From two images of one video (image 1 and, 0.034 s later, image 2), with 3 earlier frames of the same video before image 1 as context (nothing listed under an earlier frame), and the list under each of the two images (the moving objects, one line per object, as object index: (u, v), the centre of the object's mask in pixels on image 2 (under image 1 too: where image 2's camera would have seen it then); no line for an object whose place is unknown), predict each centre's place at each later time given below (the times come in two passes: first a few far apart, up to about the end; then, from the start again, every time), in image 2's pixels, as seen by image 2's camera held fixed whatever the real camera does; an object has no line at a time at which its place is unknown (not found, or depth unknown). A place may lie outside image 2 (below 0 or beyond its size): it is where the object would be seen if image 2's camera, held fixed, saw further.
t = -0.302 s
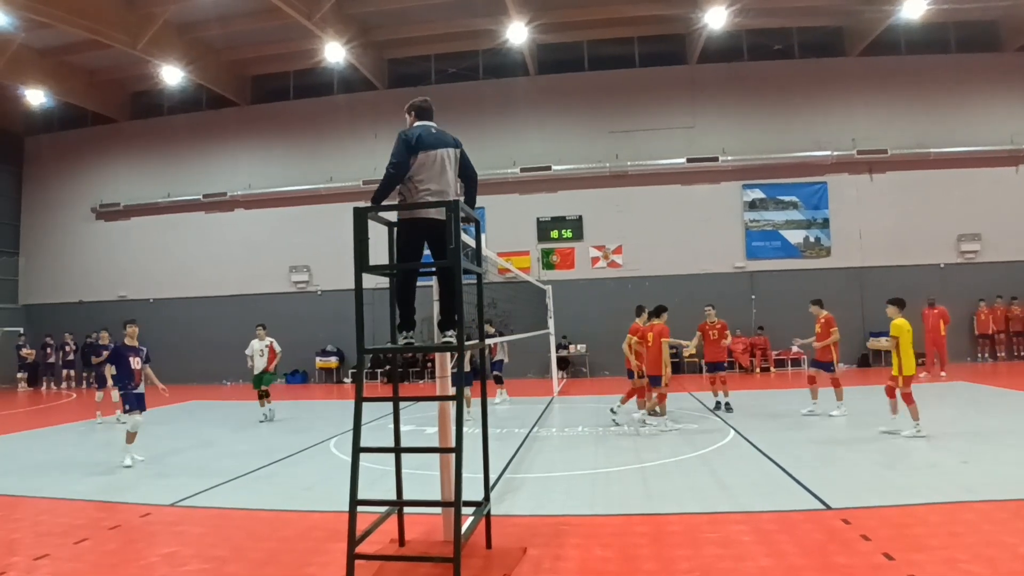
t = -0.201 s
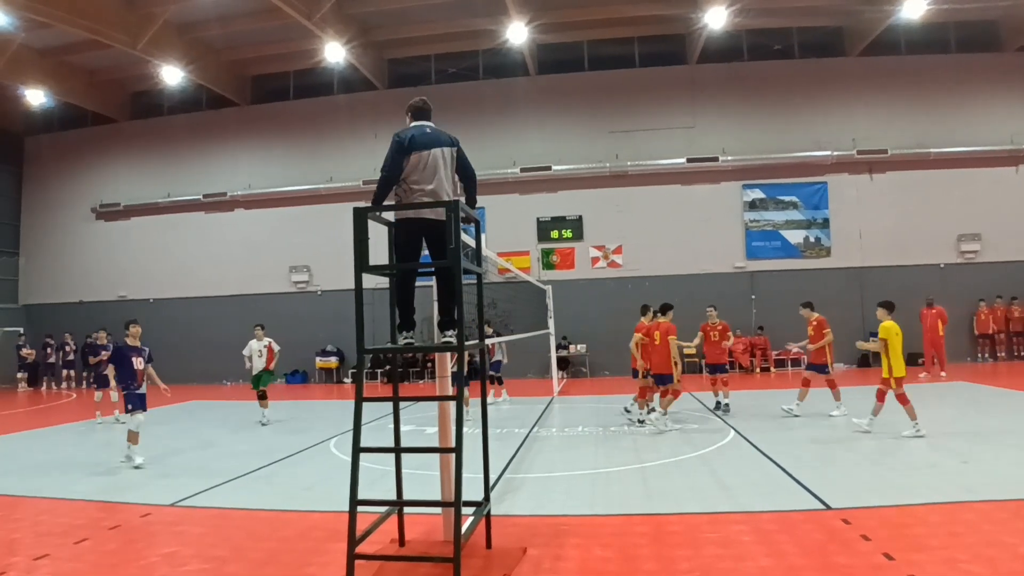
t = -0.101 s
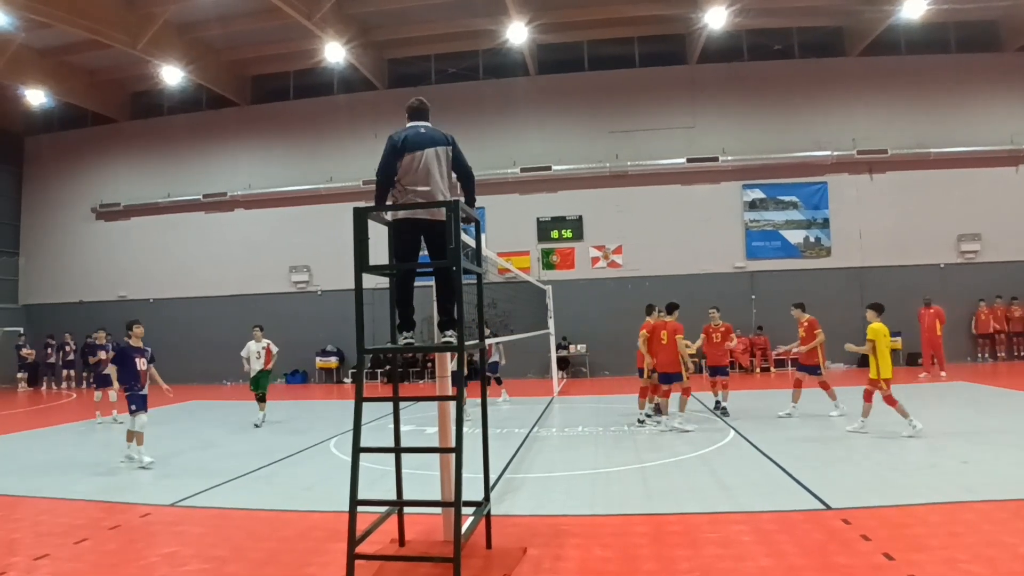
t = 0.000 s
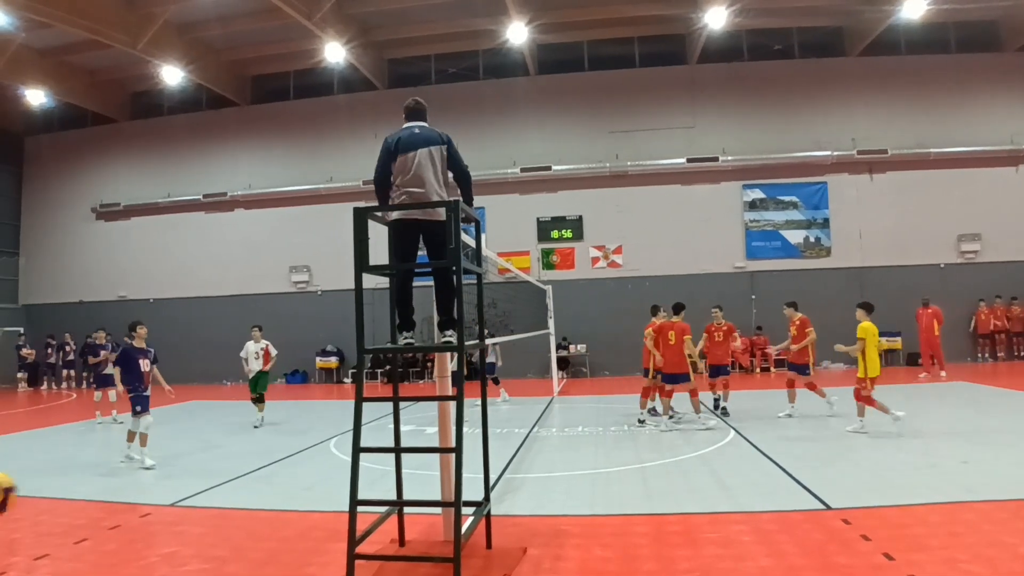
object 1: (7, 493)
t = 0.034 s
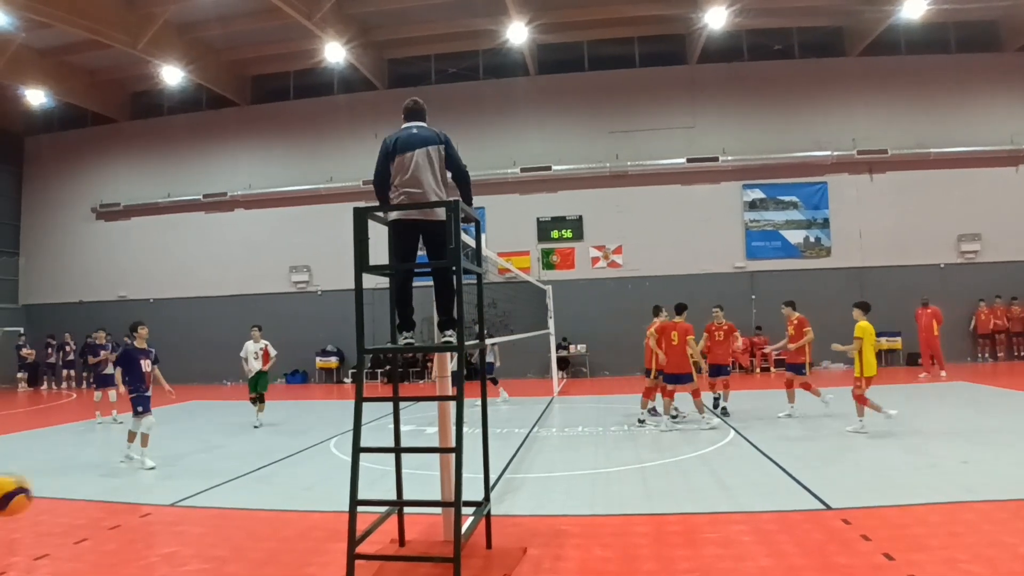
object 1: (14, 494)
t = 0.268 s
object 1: (99, 547)
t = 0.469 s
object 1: (150, 526)
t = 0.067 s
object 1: (22, 497)
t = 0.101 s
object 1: (36, 501)
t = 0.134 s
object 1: (50, 508)
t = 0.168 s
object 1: (62, 515)
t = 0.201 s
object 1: (74, 524)
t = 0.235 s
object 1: (88, 534)
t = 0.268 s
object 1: (99, 547)
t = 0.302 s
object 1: (109, 558)
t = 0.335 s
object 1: (120, 567)
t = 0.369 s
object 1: (132, 568)
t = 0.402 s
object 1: (138, 558)
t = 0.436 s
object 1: (145, 541)
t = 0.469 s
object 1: (150, 526)
